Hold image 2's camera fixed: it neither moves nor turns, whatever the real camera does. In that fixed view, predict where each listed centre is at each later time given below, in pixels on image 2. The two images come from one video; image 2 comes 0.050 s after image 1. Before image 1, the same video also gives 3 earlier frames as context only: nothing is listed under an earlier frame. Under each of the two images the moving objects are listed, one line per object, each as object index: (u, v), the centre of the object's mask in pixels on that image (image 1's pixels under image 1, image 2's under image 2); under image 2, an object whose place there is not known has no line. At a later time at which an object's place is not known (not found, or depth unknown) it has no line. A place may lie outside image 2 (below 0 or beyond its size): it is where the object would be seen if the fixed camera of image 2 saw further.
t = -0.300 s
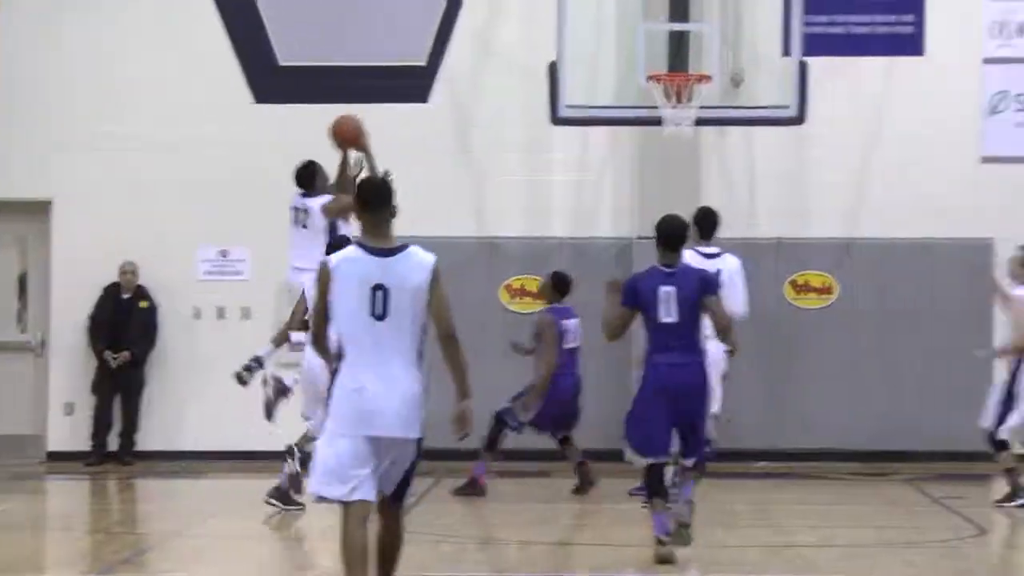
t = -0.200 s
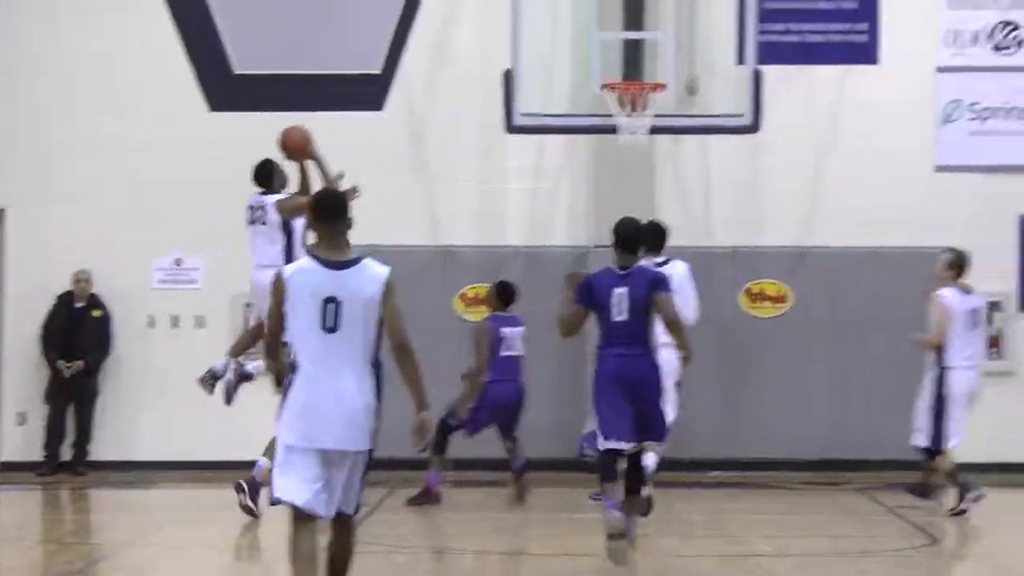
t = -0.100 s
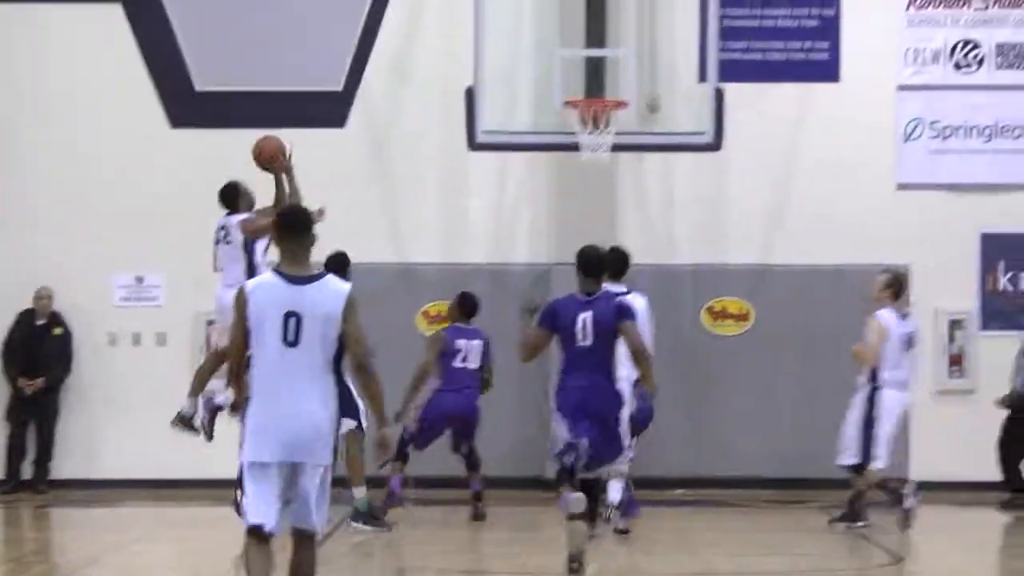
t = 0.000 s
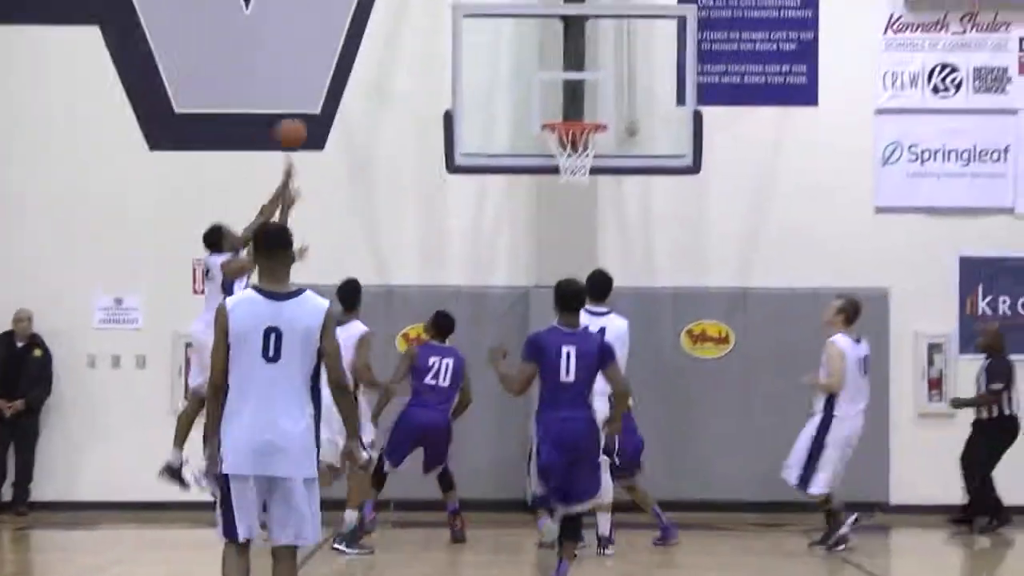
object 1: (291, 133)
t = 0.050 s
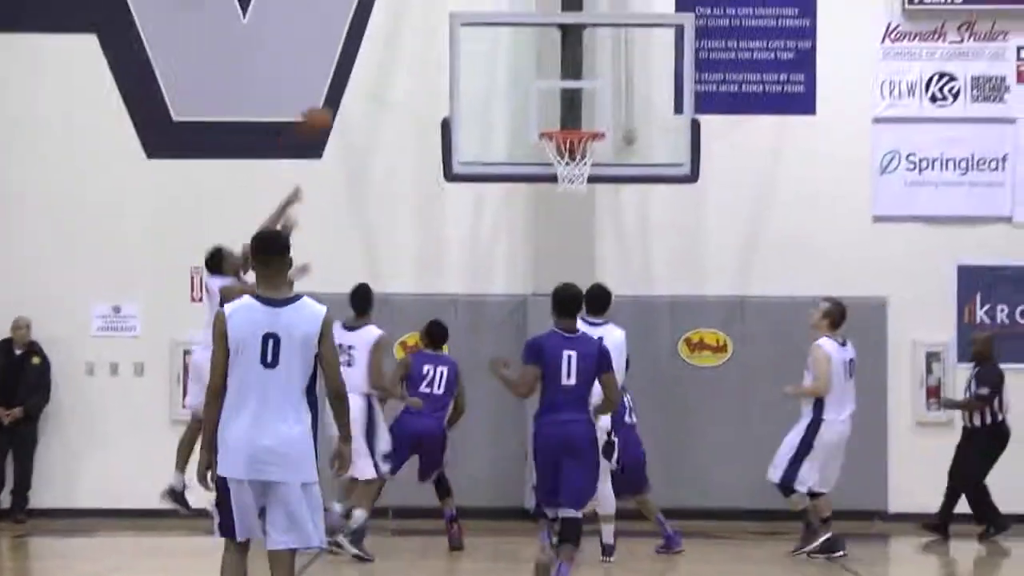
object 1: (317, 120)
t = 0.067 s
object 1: (327, 115)
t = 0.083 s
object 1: (336, 108)
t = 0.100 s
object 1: (345, 103)
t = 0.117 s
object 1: (356, 97)
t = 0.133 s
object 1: (365, 92)
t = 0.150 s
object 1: (374, 88)
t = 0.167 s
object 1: (383, 84)
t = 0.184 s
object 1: (391, 81)
